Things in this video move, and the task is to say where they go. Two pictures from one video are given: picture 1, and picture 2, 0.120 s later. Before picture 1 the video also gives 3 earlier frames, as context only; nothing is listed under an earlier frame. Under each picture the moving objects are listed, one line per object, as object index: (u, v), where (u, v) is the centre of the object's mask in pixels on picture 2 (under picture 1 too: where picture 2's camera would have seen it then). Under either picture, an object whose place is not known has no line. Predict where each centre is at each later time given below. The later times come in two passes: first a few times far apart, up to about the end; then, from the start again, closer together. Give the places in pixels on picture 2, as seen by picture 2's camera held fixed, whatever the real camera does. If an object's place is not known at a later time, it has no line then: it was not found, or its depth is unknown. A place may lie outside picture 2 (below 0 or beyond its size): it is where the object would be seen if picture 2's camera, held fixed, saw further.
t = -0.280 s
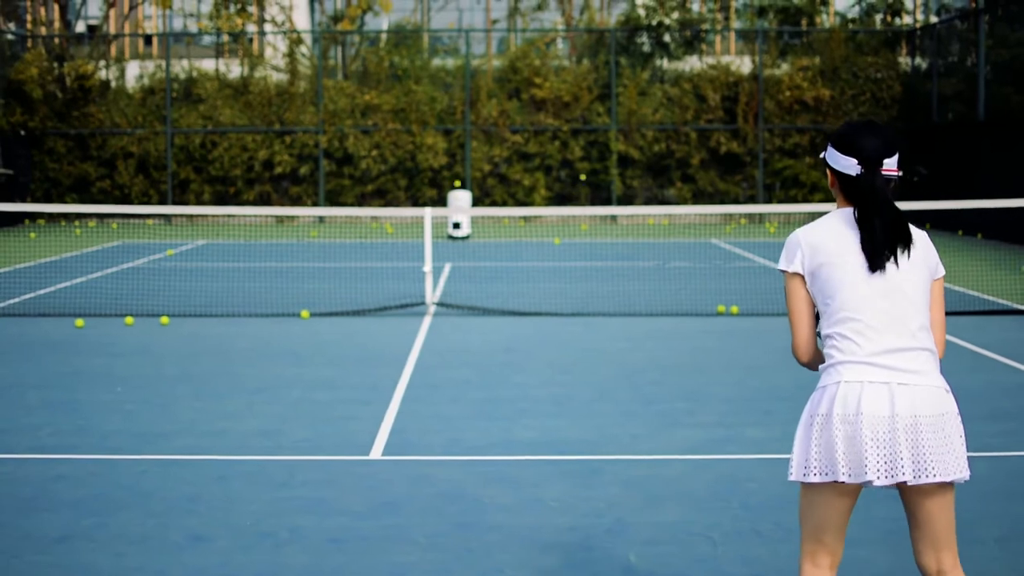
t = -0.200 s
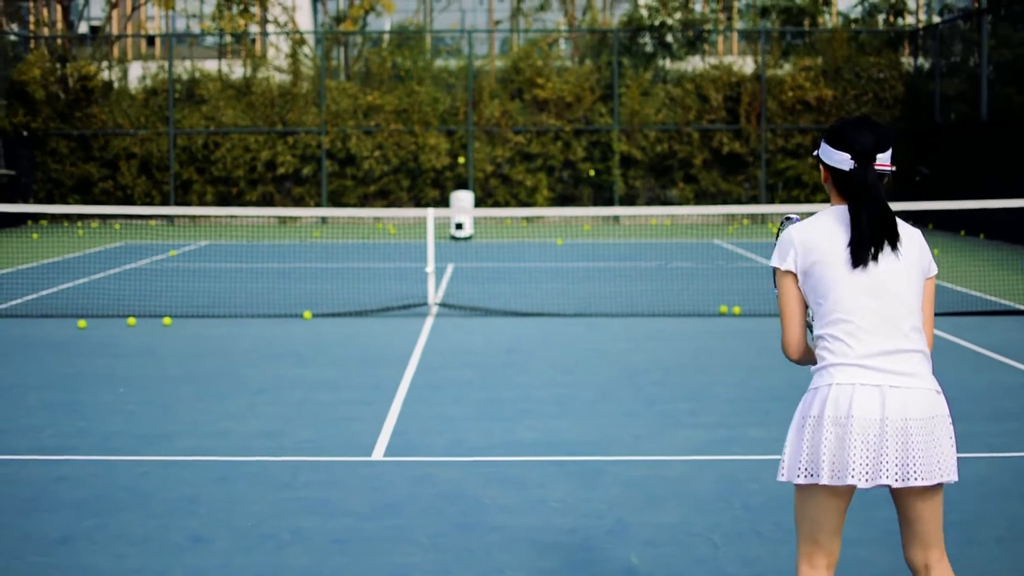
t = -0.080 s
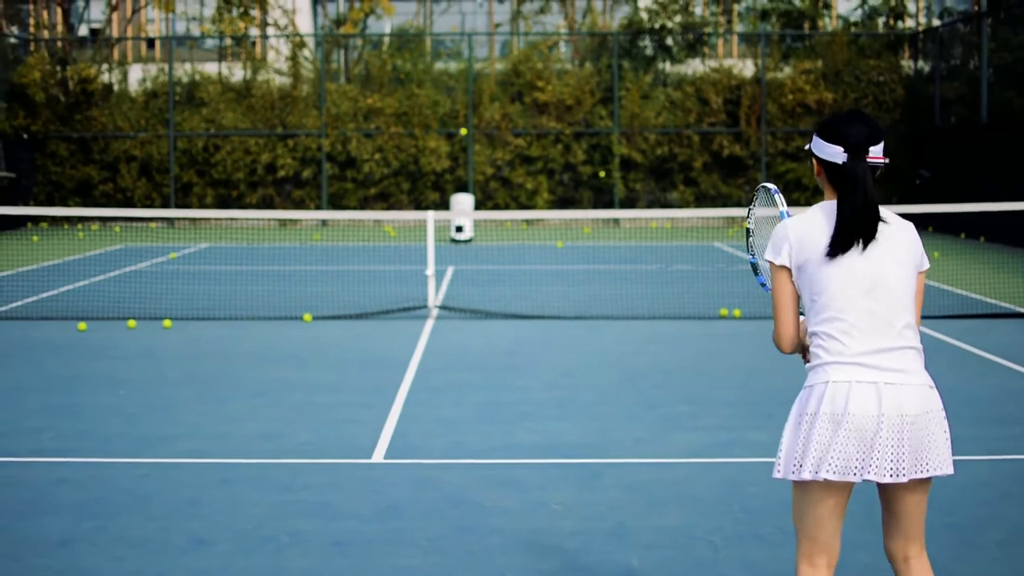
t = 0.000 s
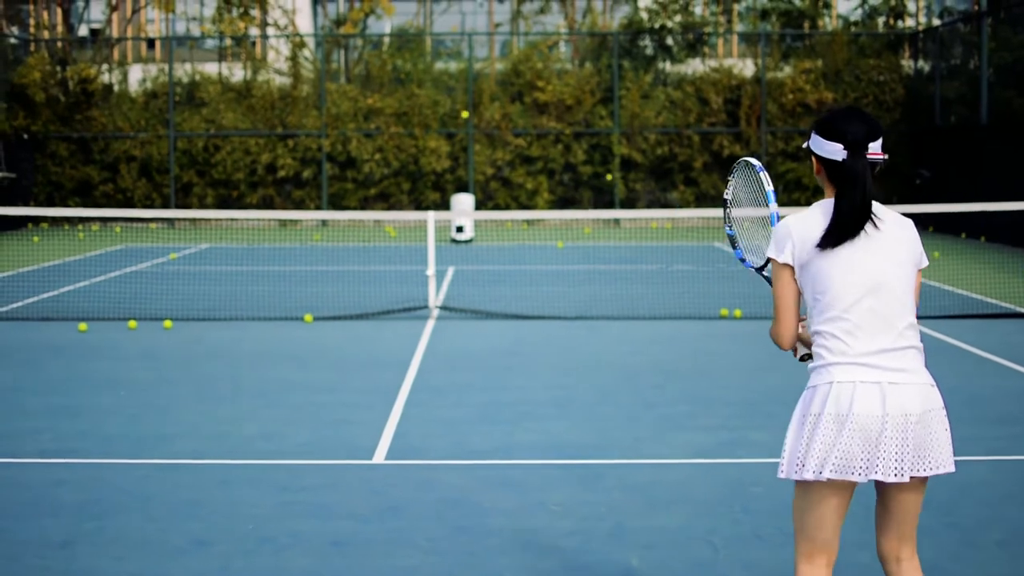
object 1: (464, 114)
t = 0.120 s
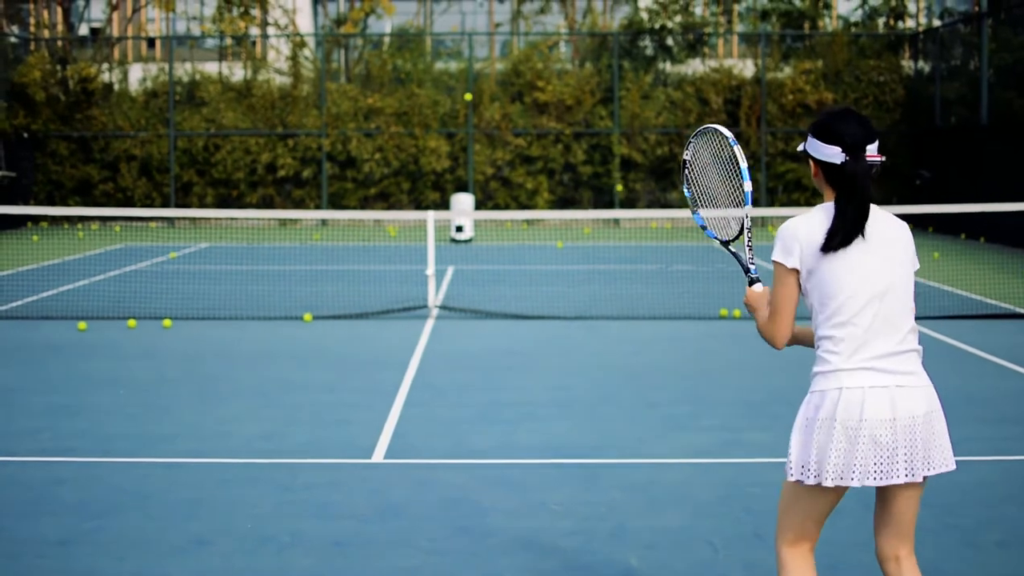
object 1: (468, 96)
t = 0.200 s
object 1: (470, 90)
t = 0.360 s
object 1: (475, 97)
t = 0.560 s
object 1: (485, 153)
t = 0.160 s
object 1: (469, 93)
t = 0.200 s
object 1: (470, 90)
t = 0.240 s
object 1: (471, 89)
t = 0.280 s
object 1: (473, 90)
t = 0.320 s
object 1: (474, 92)
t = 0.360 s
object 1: (475, 97)
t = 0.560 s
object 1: (485, 153)
